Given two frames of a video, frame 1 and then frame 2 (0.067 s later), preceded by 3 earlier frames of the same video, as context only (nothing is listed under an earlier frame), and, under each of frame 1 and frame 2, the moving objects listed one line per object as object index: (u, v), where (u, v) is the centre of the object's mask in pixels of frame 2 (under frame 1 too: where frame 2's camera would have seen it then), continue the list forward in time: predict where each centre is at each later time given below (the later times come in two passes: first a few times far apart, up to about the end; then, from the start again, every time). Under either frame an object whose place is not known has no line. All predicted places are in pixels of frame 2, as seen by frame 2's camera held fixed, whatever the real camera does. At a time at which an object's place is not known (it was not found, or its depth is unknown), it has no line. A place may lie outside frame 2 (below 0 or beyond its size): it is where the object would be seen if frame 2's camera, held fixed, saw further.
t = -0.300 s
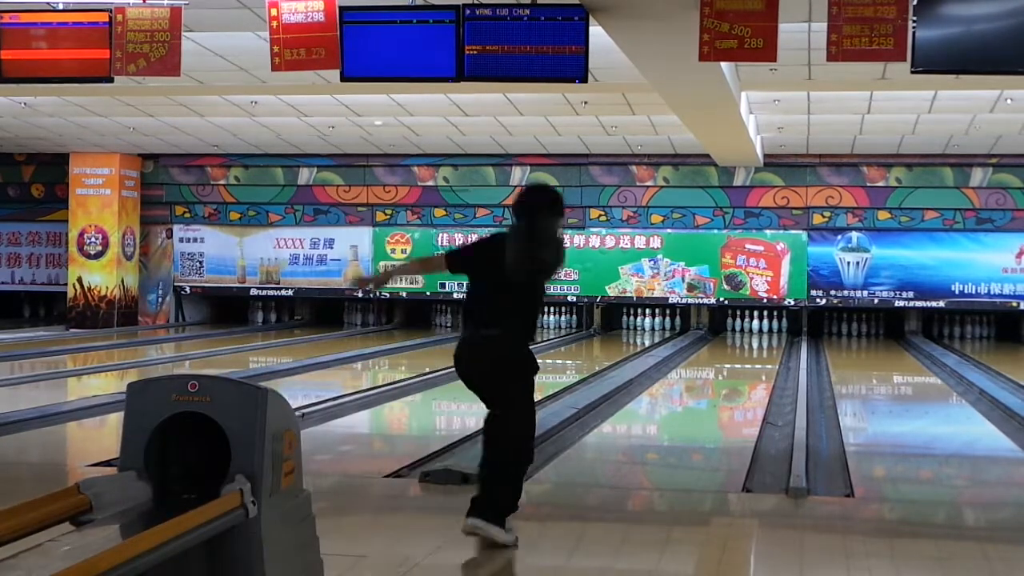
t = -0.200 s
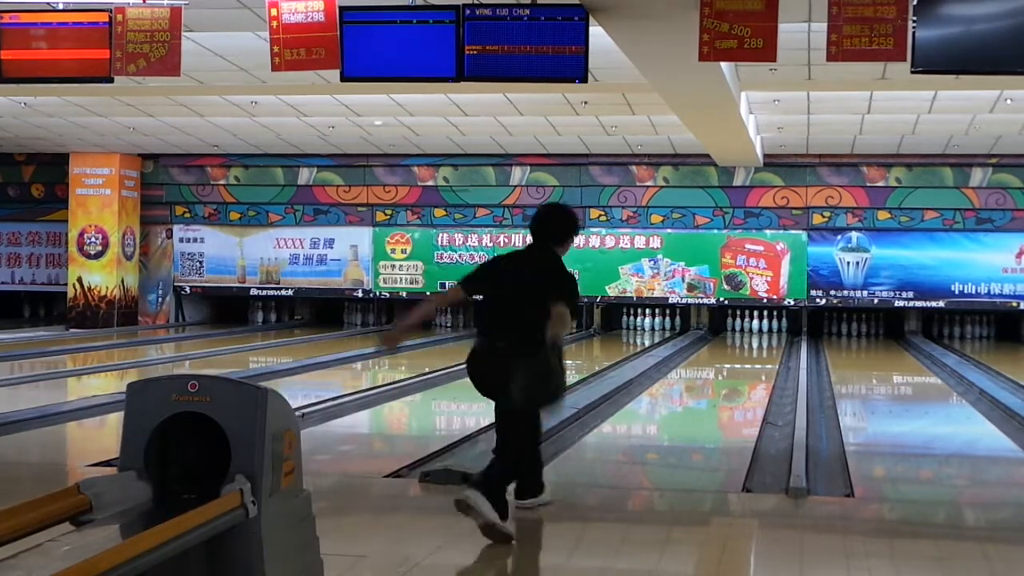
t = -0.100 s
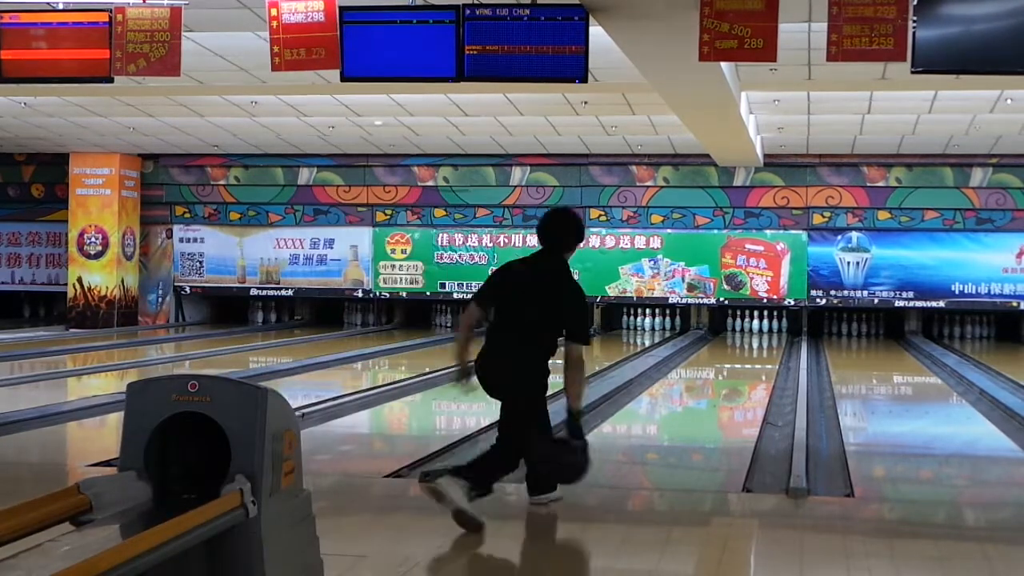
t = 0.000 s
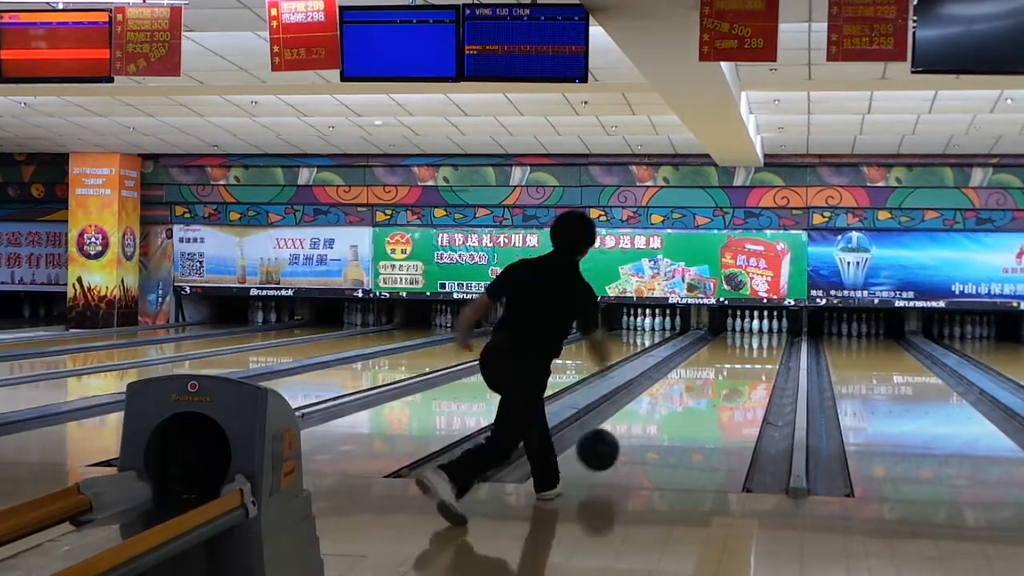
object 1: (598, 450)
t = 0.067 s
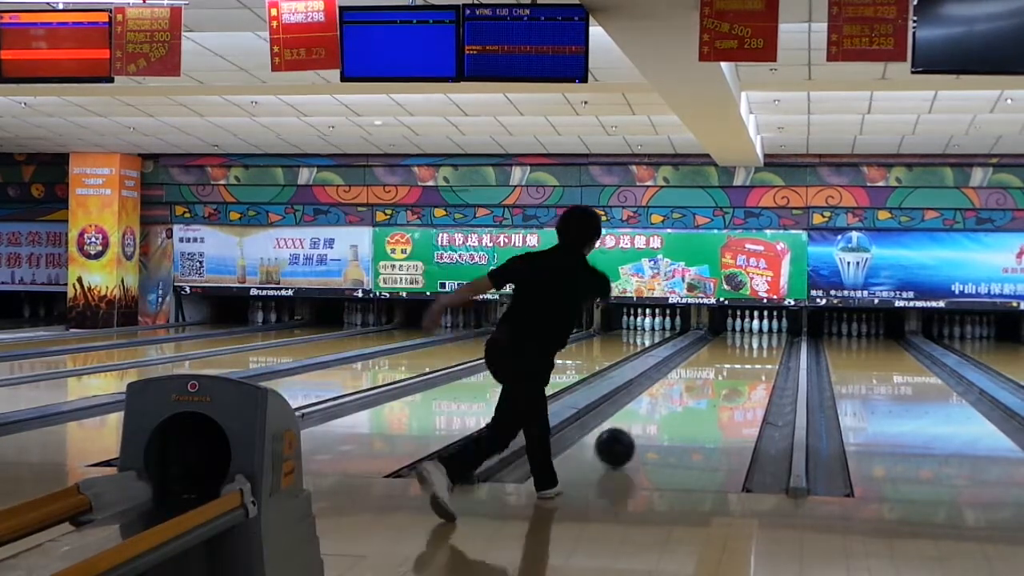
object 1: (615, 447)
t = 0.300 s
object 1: (659, 411)
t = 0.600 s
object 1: (694, 380)
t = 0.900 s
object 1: (717, 362)
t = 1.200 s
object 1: (733, 348)
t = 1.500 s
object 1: (743, 339)
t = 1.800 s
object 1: (751, 331)
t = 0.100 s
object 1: (623, 439)
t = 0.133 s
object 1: (630, 432)
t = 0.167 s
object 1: (637, 429)
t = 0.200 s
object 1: (643, 425)
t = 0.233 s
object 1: (649, 419)
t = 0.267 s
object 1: (654, 414)
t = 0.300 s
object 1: (659, 411)
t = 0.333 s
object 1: (664, 406)
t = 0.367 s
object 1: (669, 402)
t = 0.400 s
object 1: (673, 399)
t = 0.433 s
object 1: (677, 395)
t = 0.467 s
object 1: (681, 392)
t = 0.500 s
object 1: (685, 389)
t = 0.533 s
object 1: (688, 386)
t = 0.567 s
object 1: (691, 383)
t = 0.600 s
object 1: (694, 380)
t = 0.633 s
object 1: (698, 378)
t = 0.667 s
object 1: (700, 376)
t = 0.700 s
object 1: (703, 374)
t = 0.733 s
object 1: (706, 372)
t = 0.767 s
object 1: (708, 369)
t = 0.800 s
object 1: (711, 368)
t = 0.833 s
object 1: (713, 366)
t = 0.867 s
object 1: (715, 364)
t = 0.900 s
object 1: (717, 362)
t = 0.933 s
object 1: (719, 361)
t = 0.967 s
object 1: (721, 359)
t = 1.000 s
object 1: (723, 357)
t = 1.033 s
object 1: (725, 356)
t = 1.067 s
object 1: (726, 355)
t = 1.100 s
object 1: (728, 353)
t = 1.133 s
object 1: (729, 351)
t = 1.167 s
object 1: (732, 349)
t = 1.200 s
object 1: (733, 348)
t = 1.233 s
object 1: (734, 347)
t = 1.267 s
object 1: (735, 346)
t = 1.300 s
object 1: (736, 345)
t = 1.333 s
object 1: (738, 343)
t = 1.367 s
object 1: (740, 342)
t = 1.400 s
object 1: (740, 341)
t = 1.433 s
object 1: (741, 341)
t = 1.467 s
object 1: (743, 340)
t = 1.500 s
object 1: (743, 339)
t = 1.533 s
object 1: (744, 338)
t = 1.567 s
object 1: (746, 337)
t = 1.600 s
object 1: (746, 336)
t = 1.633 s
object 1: (747, 336)
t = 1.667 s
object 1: (748, 334)
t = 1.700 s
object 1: (749, 334)
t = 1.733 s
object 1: (749, 332)
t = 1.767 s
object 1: (750, 332)
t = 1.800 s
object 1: (751, 331)
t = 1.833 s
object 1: (752, 330)
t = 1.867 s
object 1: (753, 330)
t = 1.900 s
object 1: (753, 329)
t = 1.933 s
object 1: (754, 328)
